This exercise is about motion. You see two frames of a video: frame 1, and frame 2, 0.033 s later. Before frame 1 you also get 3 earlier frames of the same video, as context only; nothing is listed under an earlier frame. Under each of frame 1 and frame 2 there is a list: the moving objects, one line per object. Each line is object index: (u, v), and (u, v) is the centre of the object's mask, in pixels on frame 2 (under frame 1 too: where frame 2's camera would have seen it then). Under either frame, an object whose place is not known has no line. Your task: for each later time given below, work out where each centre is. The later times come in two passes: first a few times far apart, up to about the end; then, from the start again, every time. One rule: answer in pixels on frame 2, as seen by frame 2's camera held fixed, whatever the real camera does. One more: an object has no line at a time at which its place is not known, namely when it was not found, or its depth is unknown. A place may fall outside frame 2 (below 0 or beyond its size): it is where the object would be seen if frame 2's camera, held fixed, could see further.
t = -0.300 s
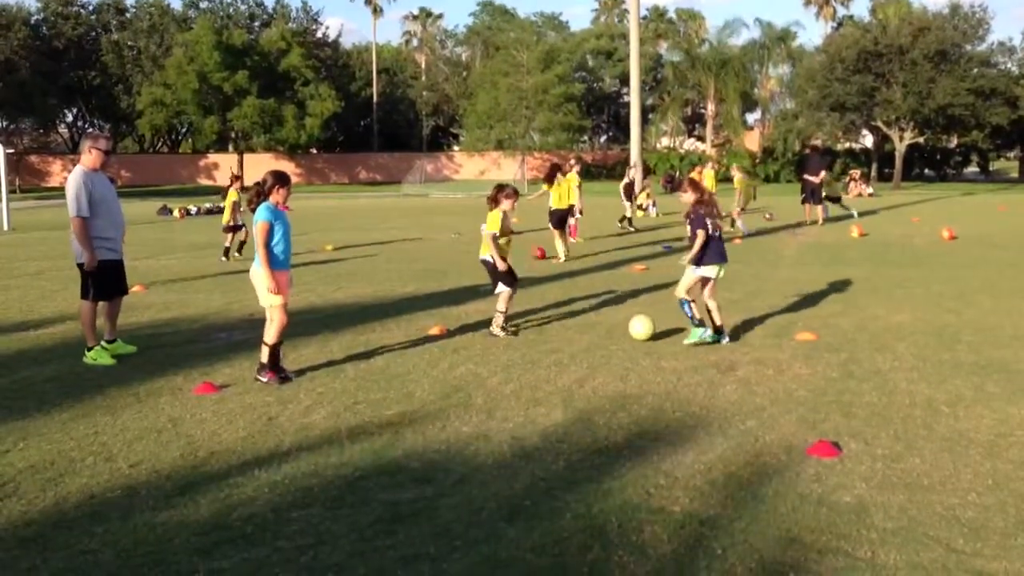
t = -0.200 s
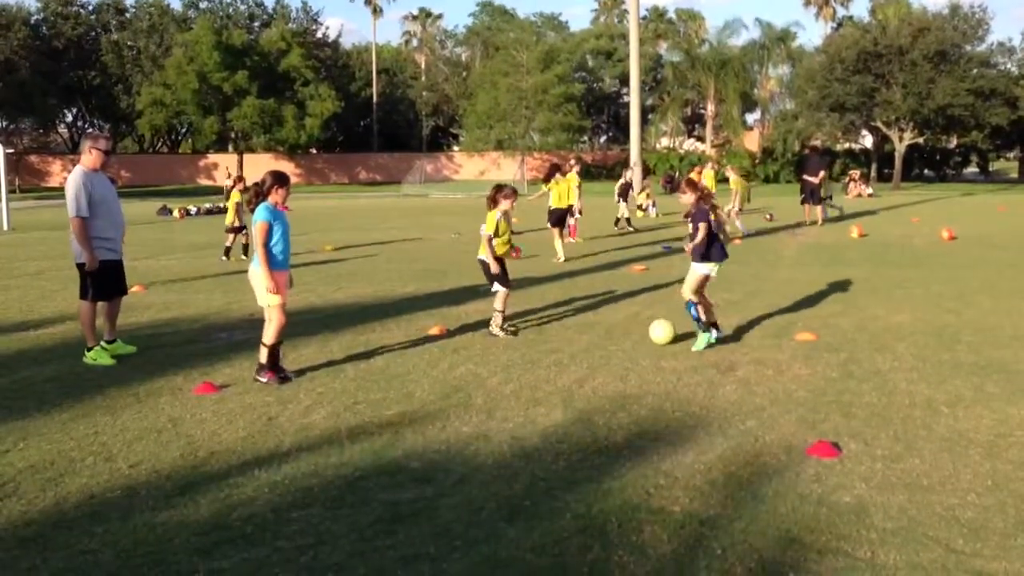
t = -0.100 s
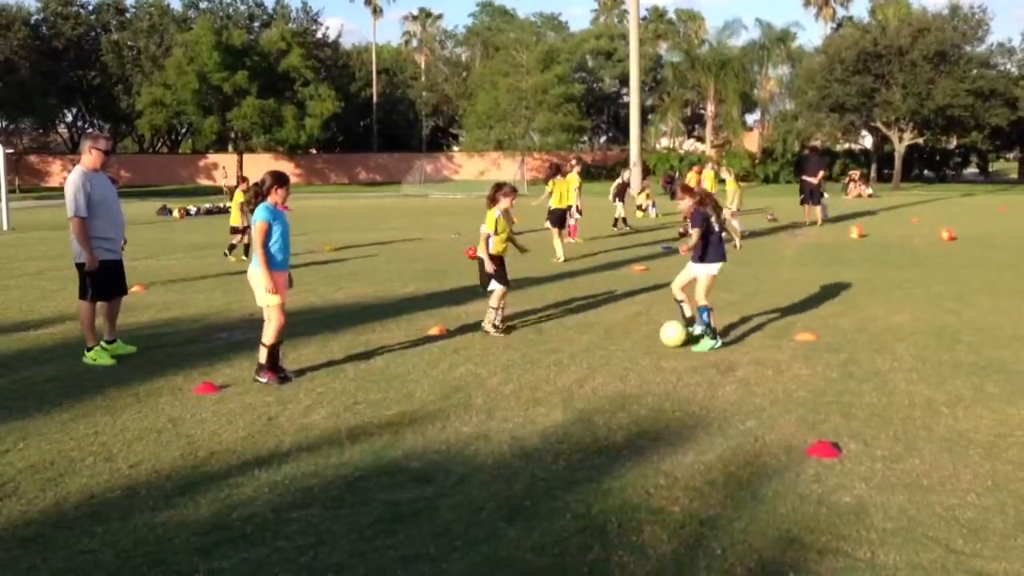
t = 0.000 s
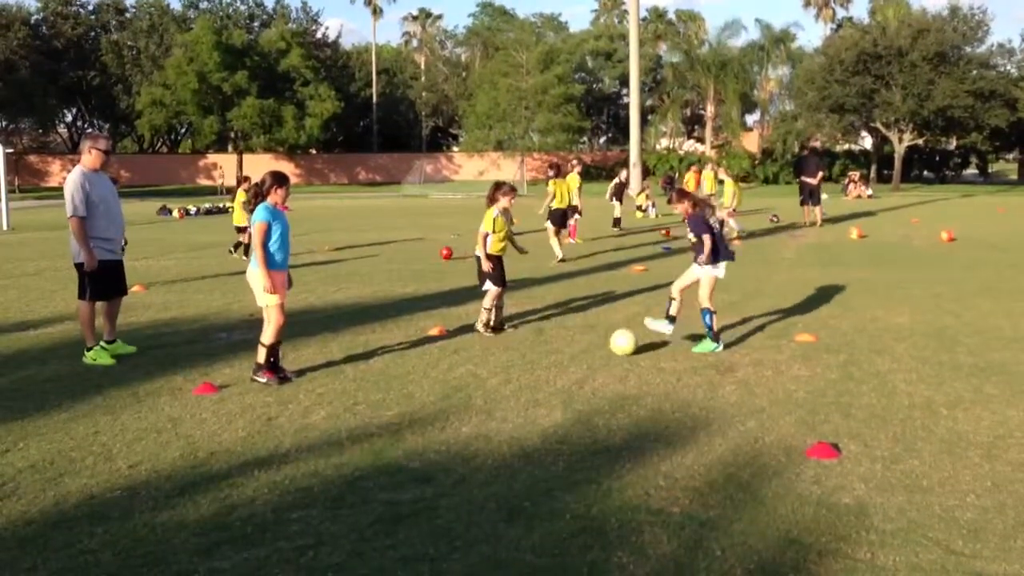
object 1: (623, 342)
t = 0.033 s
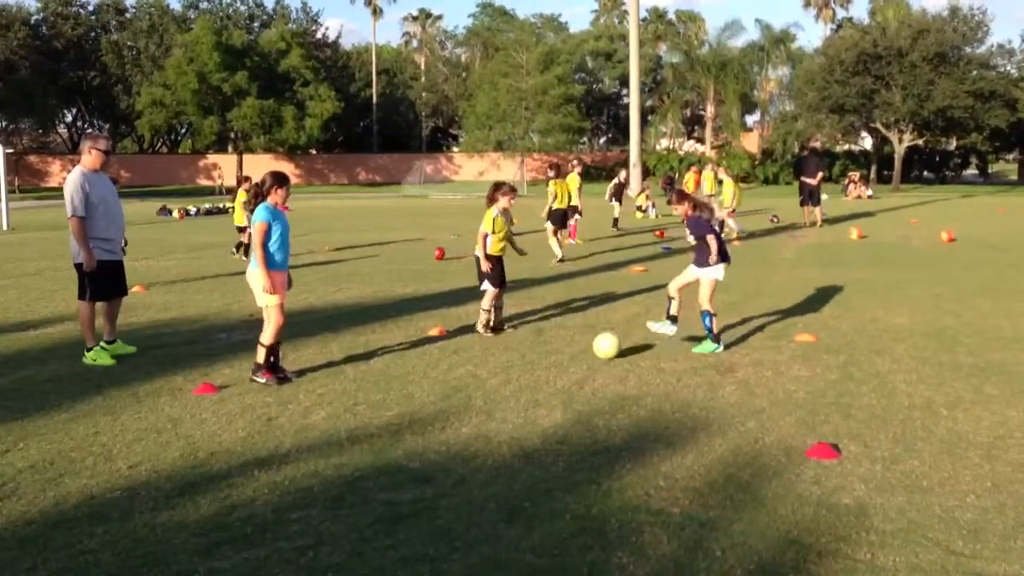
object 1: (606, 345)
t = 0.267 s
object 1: (493, 362)
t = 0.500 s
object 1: (387, 386)
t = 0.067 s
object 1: (590, 347)
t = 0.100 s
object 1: (574, 348)
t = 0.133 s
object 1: (557, 350)
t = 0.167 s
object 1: (540, 354)
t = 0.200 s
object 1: (524, 357)
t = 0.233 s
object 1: (510, 359)
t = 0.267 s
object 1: (493, 362)
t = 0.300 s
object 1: (478, 366)
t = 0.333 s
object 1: (461, 371)
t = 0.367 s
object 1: (446, 374)
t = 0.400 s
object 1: (432, 377)
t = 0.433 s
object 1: (415, 382)
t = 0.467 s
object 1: (401, 385)
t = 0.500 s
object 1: (387, 386)
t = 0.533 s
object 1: (373, 389)
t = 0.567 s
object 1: (358, 393)
